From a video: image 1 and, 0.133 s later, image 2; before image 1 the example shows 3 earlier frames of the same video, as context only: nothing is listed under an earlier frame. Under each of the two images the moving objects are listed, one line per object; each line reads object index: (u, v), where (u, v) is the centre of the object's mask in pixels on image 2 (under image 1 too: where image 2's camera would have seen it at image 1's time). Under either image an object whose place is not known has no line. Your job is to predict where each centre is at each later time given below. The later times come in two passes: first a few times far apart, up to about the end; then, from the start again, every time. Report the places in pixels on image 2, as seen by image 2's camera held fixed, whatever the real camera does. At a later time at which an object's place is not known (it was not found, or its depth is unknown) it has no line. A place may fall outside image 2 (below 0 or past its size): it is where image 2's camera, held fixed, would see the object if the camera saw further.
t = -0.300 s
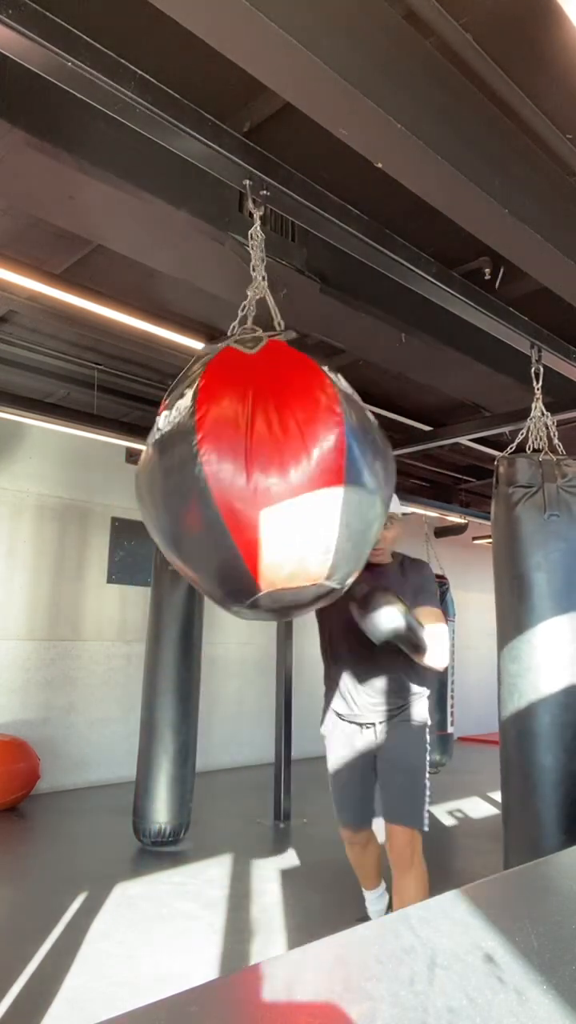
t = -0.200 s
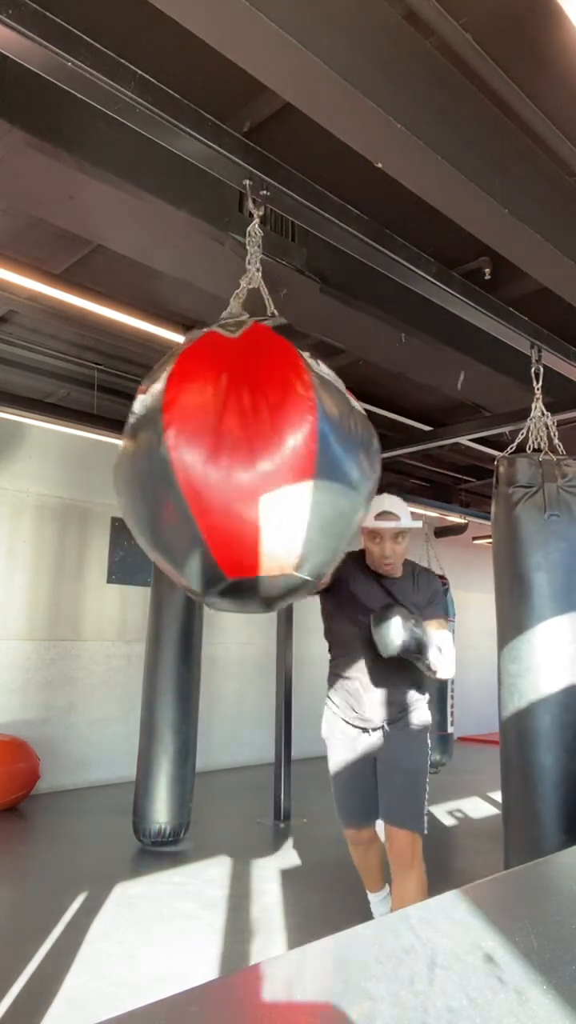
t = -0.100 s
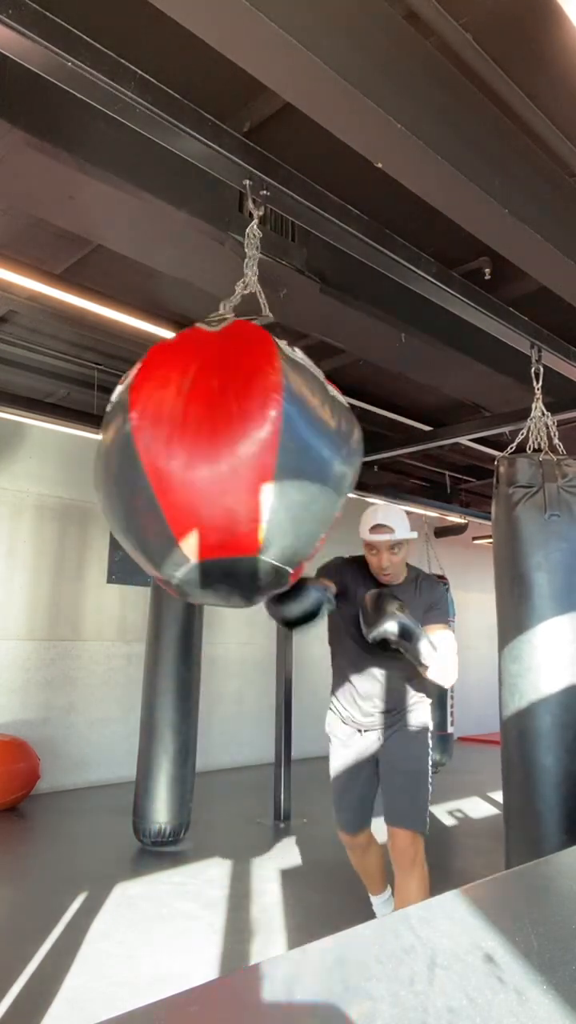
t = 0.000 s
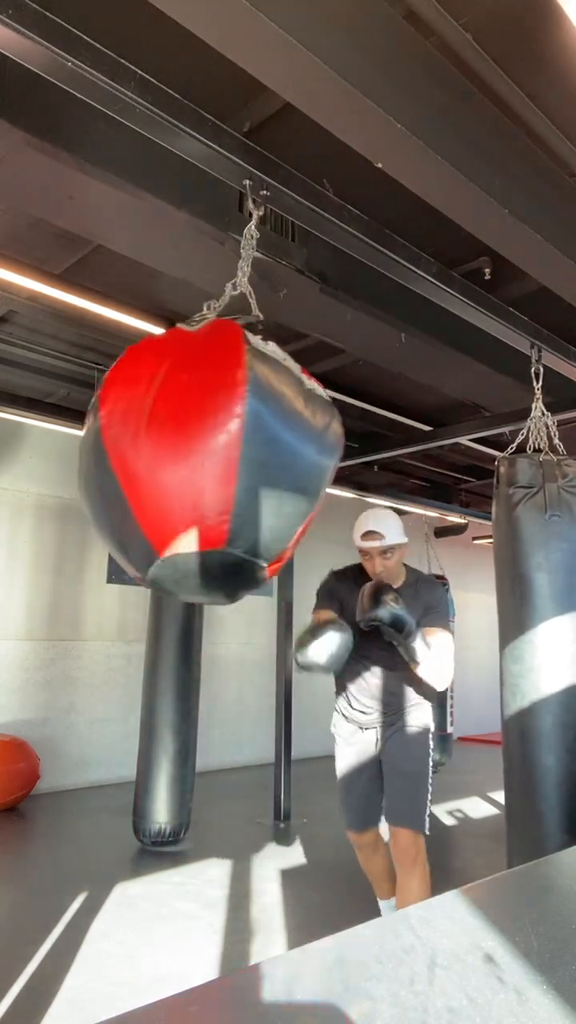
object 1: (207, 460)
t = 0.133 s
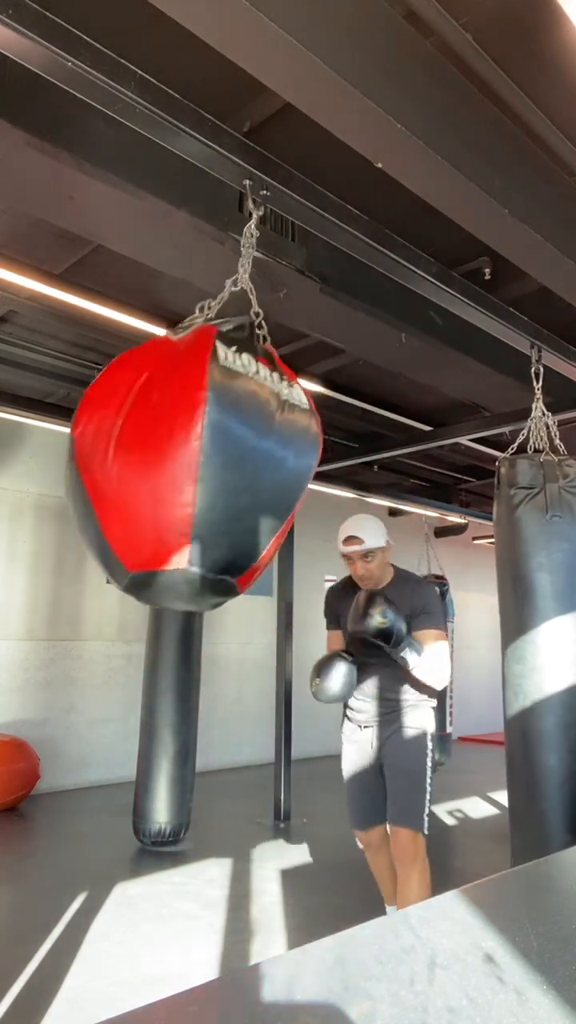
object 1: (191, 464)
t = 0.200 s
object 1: (188, 472)
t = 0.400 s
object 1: (198, 494)
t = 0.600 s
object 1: (229, 504)
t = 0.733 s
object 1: (252, 501)
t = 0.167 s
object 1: (189, 468)
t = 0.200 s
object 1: (188, 472)
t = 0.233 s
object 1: (187, 476)
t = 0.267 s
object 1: (188, 480)
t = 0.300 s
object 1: (189, 483)
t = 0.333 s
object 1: (191, 487)
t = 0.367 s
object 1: (194, 491)
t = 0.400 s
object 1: (198, 494)
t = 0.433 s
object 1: (202, 496)
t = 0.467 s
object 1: (207, 499)
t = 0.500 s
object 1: (212, 501)
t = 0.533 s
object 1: (217, 502)
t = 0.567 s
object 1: (223, 503)
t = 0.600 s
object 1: (229, 504)
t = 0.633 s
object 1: (235, 503)
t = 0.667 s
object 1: (241, 502)
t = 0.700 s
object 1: (247, 502)
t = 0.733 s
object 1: (252, 501)
